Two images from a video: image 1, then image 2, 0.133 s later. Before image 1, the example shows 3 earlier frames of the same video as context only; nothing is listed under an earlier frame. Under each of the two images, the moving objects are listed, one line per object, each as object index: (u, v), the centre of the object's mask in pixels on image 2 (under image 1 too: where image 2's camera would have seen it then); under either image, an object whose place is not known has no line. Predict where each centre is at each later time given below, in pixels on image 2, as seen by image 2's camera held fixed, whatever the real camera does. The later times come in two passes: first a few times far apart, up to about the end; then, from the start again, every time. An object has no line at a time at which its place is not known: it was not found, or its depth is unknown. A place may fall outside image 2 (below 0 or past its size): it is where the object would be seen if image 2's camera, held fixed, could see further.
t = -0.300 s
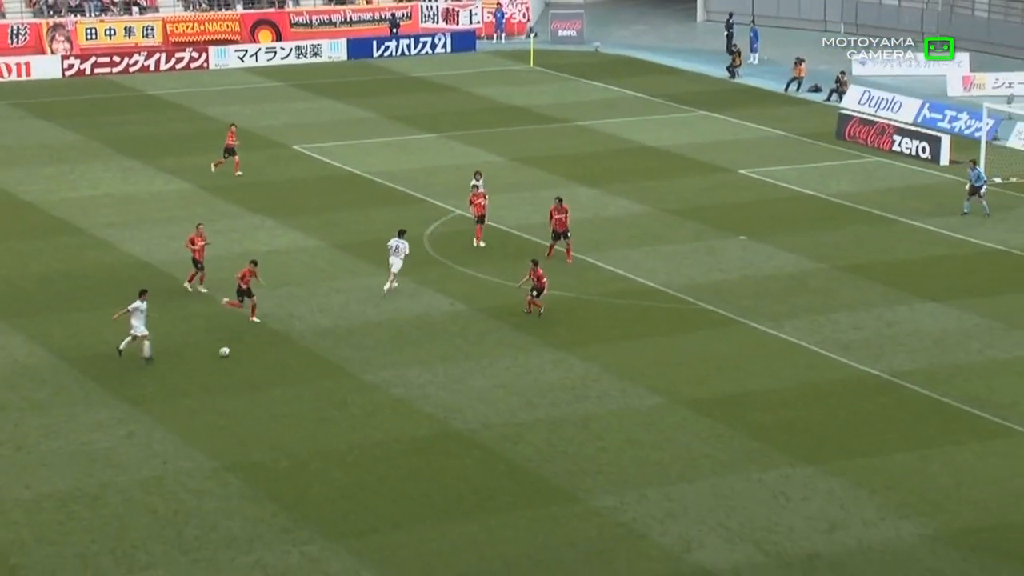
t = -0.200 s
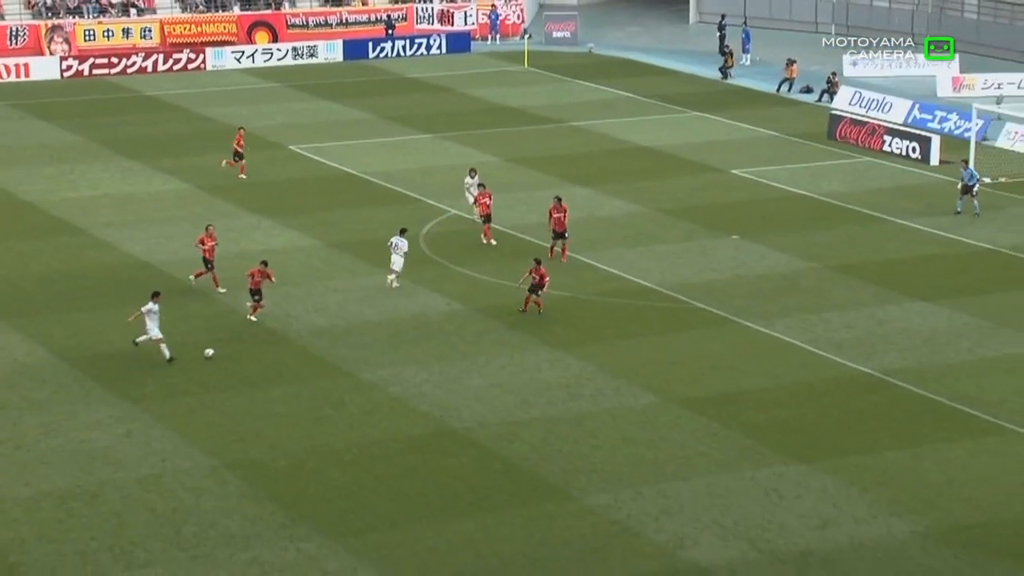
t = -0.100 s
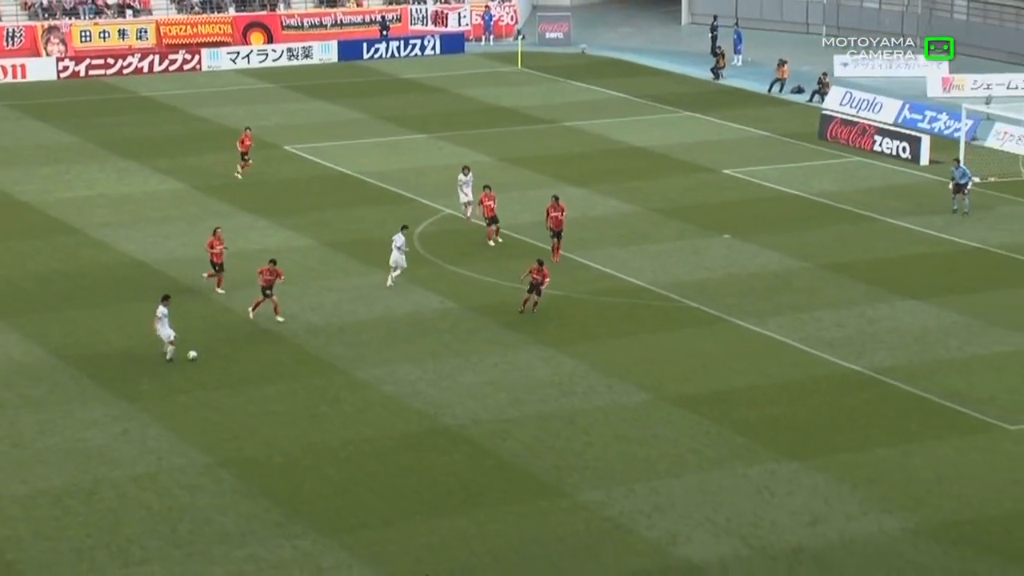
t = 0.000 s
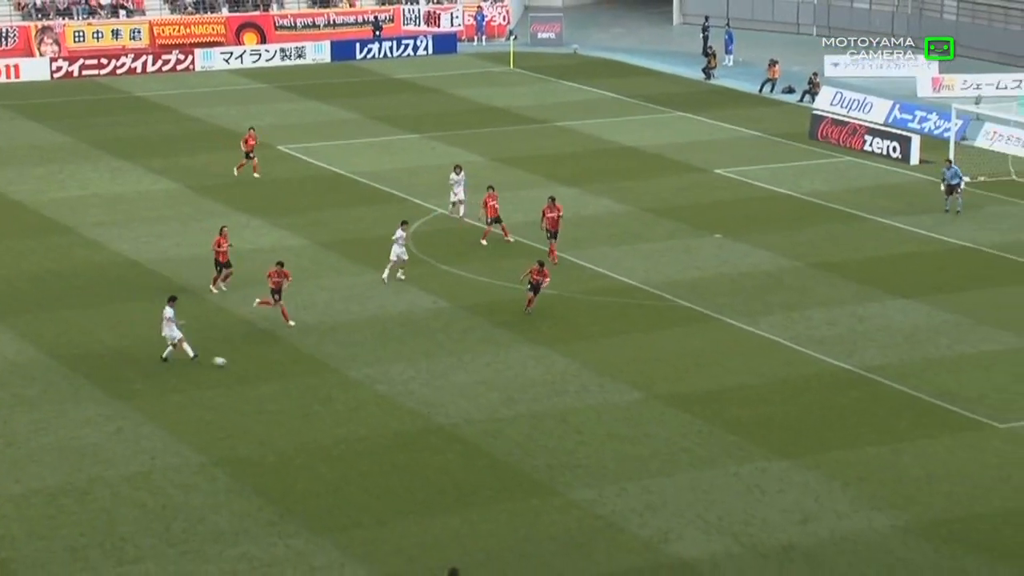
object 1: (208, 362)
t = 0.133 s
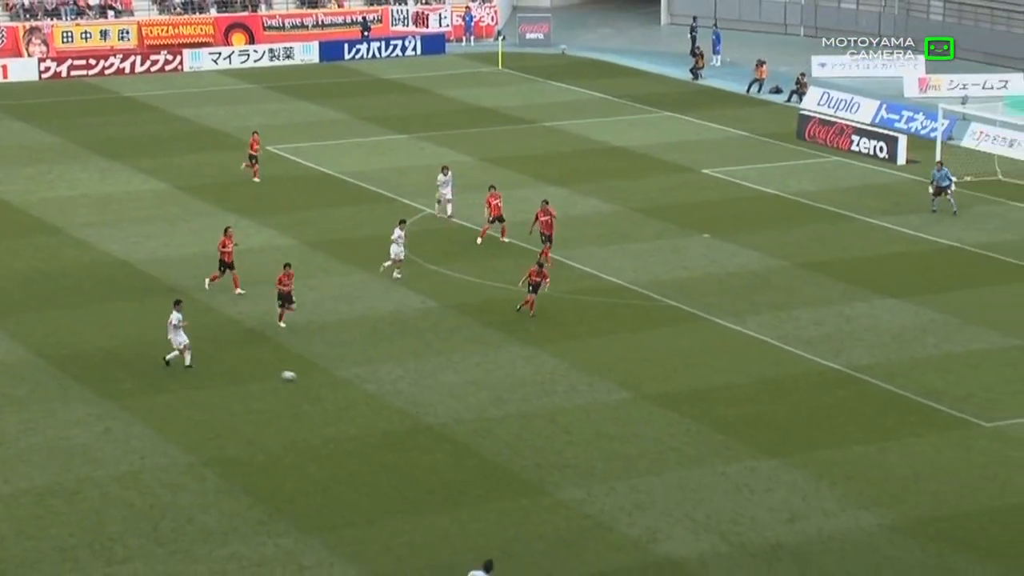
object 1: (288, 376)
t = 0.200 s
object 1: (326, 382)
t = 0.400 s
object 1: (431, 402)
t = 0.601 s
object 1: (526, 420)
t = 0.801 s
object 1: (609, 438)
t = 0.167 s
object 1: (306, 379)
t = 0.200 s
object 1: (326, 382)
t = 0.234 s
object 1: (344, 386)
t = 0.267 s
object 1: (362, 389)
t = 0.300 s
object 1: (380, 392)
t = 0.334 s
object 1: (397, 395)
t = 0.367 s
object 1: (414, 399)
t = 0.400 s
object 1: (431, 402)
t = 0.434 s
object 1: (448, 405)
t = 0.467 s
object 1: (464, 408)
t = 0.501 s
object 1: (480, 412)
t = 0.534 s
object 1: (496, 414)
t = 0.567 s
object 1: (511, 417)
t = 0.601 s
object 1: (526, 420)
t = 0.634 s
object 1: (540, 423)
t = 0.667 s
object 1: (555, 426)
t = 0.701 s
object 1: (570, 430)
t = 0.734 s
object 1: (584, 432)
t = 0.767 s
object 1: (596, 435)
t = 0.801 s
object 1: (609, 438)
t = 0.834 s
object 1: (622, 441)
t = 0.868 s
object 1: (635, 444)
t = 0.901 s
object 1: (647, 446)
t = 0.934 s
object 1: (658, 448)
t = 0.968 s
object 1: (670, 451)
